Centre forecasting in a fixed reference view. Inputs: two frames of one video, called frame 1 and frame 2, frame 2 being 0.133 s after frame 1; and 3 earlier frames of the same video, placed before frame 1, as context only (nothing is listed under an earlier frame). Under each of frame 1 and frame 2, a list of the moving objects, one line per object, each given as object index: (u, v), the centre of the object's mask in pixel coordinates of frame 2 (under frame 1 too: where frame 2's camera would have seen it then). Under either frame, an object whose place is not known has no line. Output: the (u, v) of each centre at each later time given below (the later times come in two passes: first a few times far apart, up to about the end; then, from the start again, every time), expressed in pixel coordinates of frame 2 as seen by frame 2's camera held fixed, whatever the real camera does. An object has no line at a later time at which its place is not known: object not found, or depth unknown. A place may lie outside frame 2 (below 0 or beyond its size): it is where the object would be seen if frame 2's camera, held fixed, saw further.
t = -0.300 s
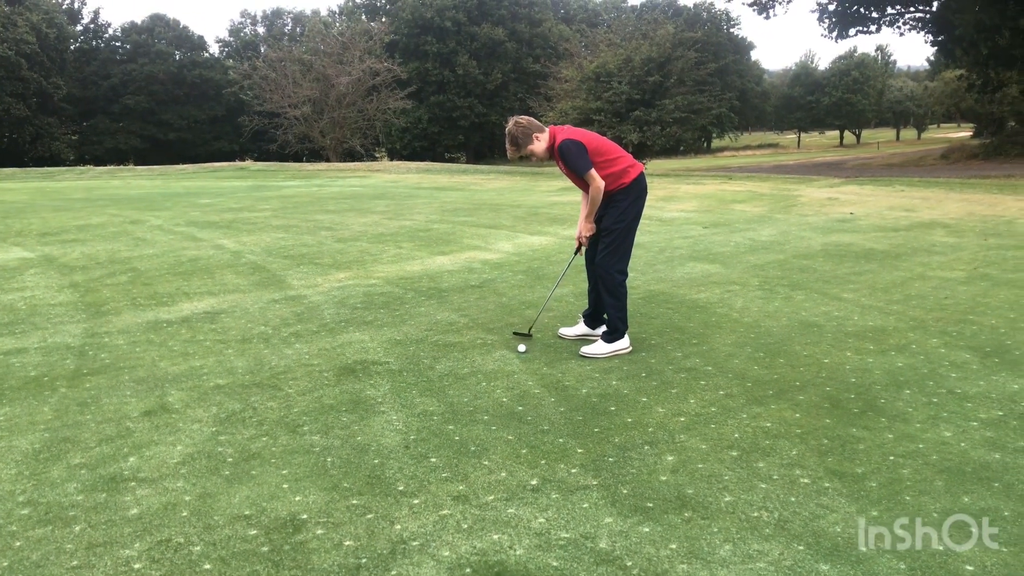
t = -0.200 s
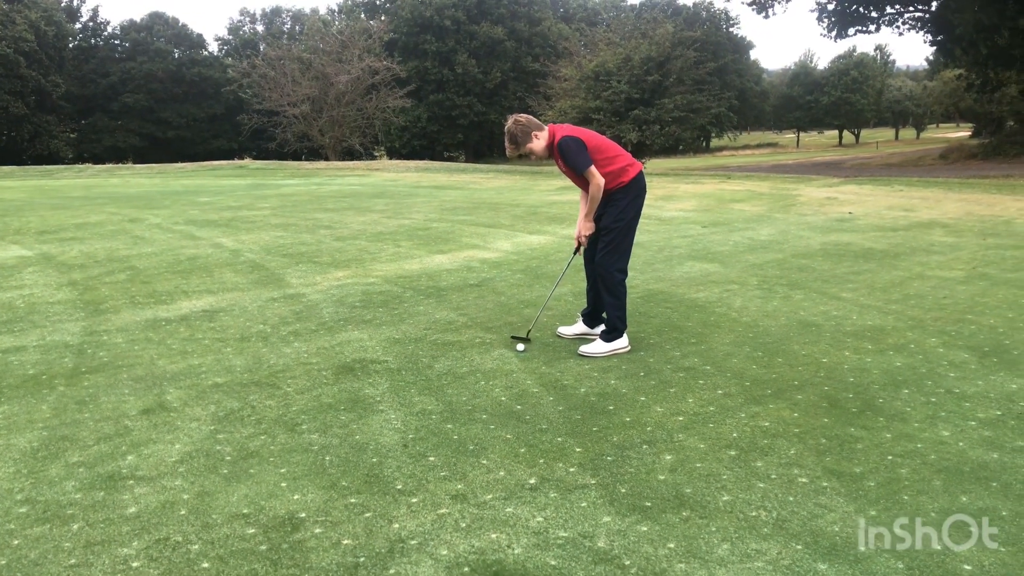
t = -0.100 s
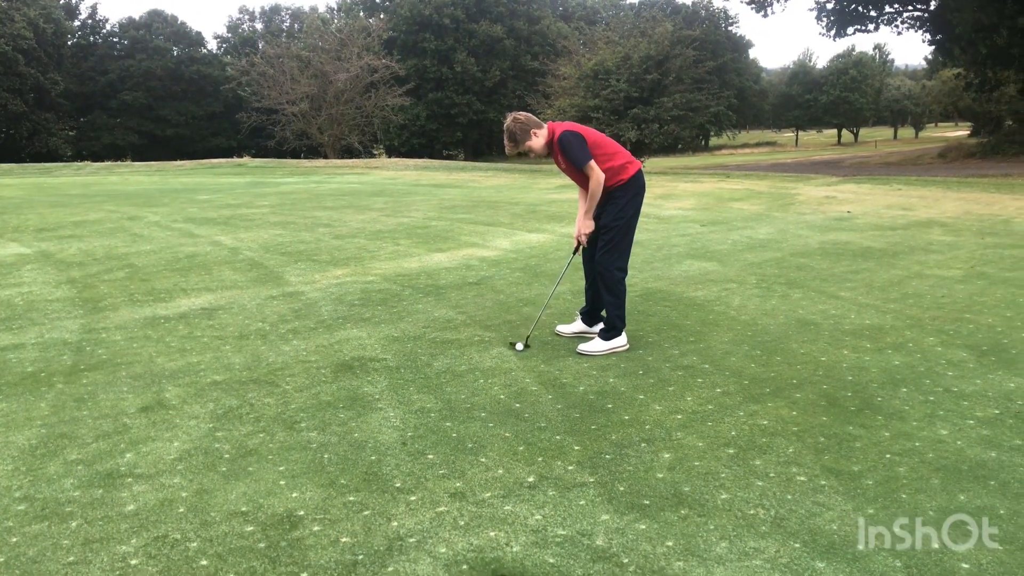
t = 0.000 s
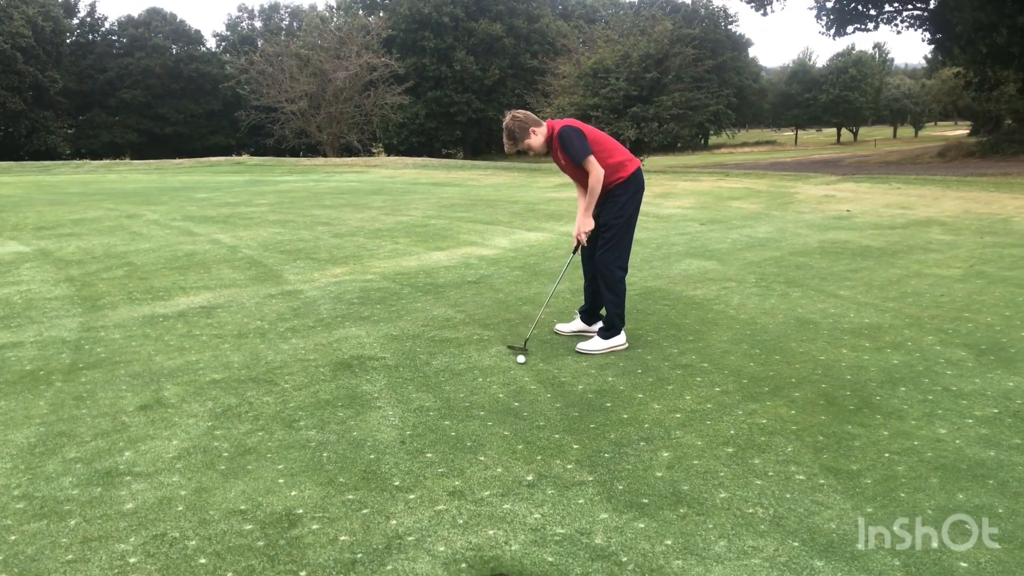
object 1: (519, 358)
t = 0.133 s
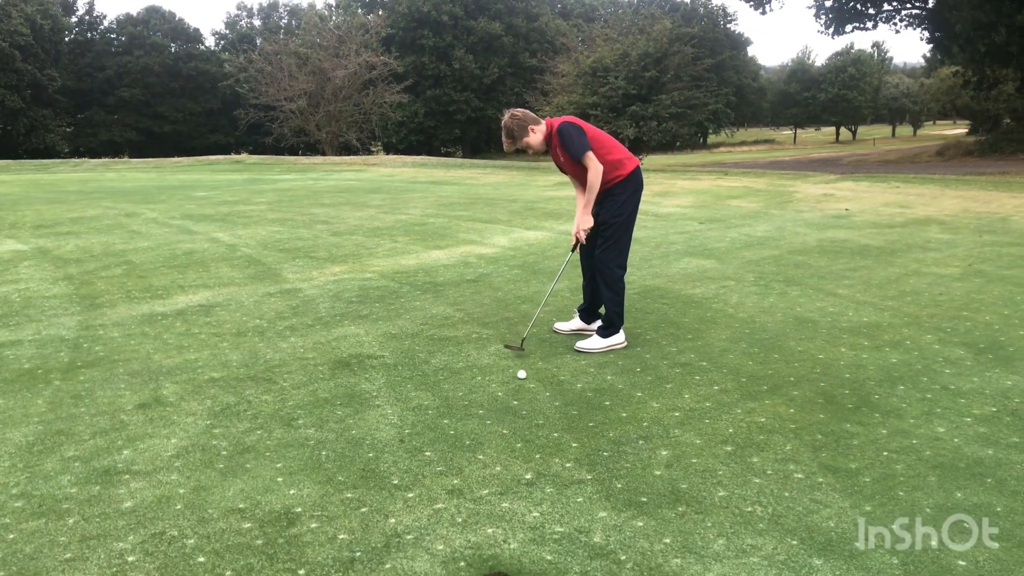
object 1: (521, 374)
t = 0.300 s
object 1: (524, 395)
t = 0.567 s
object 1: (525, 434)
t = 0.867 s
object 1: (525, 479)
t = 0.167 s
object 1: (522, 377)
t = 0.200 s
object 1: (523, 383)
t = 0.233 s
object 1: (523, 387)
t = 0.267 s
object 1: (523, 392)
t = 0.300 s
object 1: (524, 395)
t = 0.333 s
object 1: (524, 401)
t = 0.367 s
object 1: (524, 405)
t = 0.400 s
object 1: (525, 409)
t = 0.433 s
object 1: (525, 412)
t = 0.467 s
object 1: (525, 417)
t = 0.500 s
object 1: (525, 424)
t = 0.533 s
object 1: (525, 428)
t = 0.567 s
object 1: (525, 434)
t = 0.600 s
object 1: (526, 438)
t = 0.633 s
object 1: (526, 444)
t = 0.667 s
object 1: (526, 449)
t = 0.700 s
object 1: (526, 454)
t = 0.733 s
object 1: (526, 459)
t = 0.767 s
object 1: (526, 465)
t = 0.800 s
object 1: (525, 470)
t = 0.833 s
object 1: (525, 475)
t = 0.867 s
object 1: (525, 479)
